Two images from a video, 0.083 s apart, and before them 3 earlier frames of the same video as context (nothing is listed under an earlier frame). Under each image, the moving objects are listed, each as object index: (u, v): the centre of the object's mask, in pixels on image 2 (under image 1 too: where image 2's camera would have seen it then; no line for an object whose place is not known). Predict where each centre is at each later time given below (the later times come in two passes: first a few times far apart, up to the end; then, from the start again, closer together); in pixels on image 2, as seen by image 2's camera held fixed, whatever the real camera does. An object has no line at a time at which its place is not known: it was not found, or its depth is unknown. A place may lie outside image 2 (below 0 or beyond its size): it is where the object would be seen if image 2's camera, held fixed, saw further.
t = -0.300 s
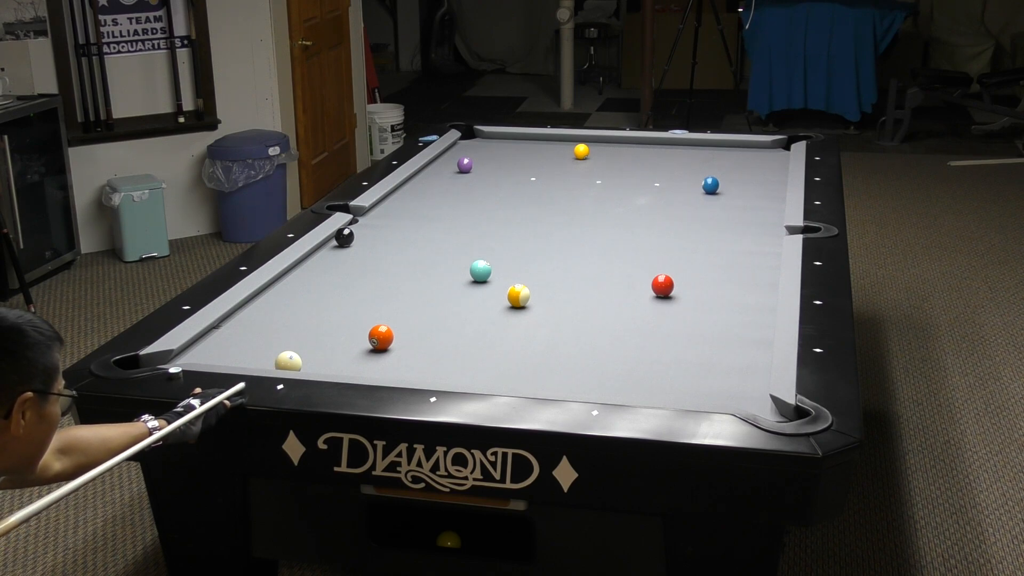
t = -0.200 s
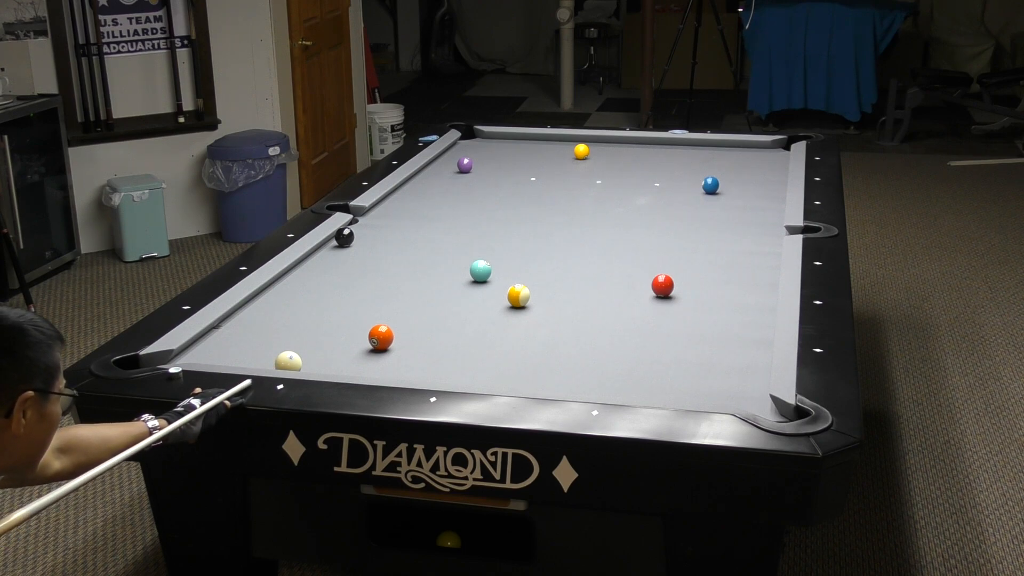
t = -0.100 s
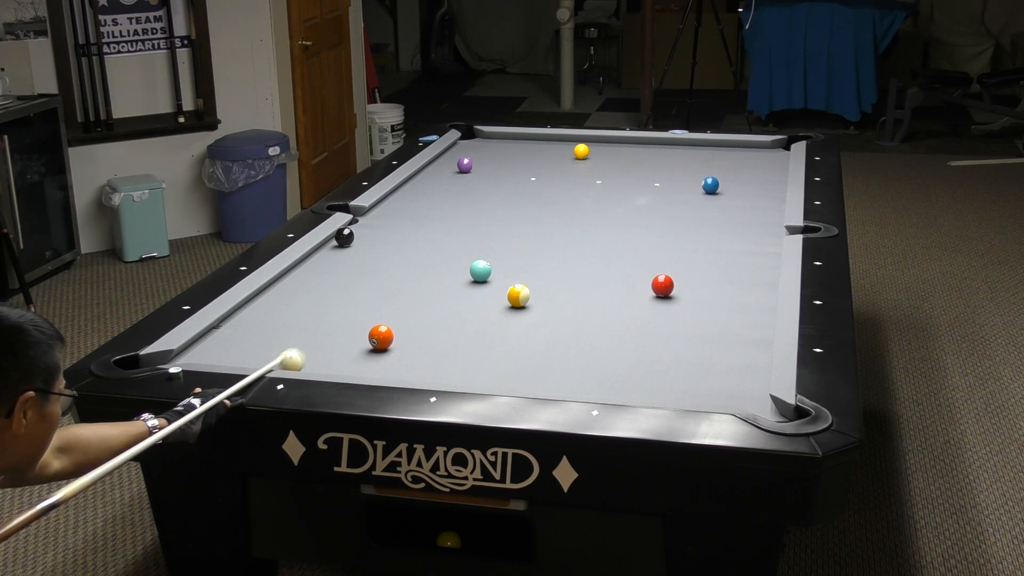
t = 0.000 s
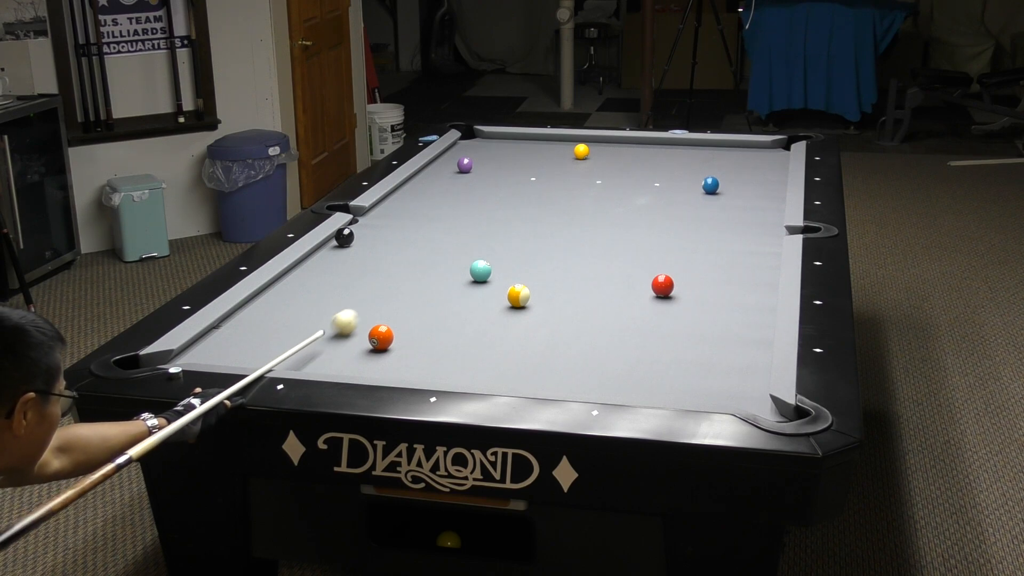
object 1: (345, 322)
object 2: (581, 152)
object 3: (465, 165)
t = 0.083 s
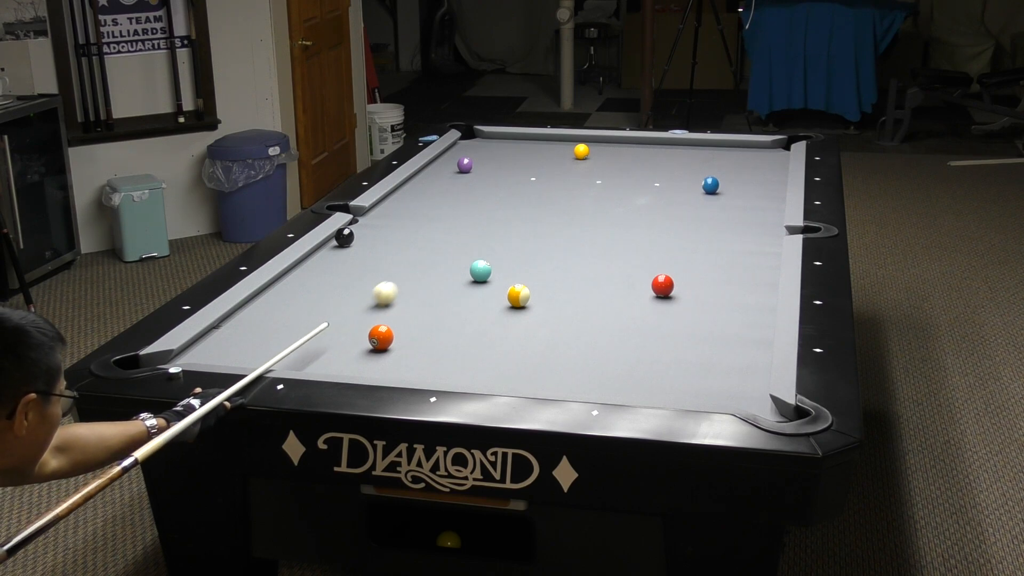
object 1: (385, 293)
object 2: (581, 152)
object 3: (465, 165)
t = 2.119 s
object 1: (501, 152)
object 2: (617, 266)
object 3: (465, 165)
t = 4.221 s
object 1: (452, 164)
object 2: (691, 286)
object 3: (428, 181)
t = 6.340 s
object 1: (453, 164)
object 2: (736, 207)
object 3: (410, 188)
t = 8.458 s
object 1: (453, 164)
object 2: (750, 174)
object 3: (410, 188)
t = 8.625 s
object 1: (453, 164)
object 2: (750, 173)
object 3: (410, 188)
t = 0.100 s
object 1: (393, 288)
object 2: (581, 152)
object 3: (465, 165)
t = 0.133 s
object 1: (406, 278)
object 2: (581, 152)
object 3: (465, 165)
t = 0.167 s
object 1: (420, 268)
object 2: (581, 152)
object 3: (465, 165)
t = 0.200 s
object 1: (432, 258)
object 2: (581, 152)
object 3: (465, 165)
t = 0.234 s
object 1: (445, 250)
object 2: (581, 152)
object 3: (465, 165)
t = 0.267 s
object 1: (456, 241)
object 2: (581, 152)
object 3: (465, 165)
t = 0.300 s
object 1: (467, 233)
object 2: (581, 152)
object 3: (465, 165)
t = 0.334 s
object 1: (478, 226)
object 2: (581, 152)
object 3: (465, 165)
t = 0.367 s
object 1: (488, 218)
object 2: (581, 152)
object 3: (465, 165)
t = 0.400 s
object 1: (497, 211)
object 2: (581, 152)
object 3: (465, 165)
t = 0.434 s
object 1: (507, 204)
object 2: (581, 152)
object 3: (465, 165)
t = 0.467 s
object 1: (516, 198)
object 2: (581, 152)
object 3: (465, 165)
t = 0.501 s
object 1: (524, 191)
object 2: (581, 152)
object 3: (465, 165)
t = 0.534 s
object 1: (533, 185)
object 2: (581, 152)
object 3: (465, 165)
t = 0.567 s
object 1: (541, 179)
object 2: (581, 152)
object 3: (465, 165)
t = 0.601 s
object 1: (548, 174)
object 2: (581, 152)
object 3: (465, 165)
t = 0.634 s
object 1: (556, 168)
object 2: (581, 152)
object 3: (465, 165)
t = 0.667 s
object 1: (563, 163)
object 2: (581, 152)
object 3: (465, 165)
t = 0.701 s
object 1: (569, 158)
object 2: (582, 151)
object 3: (465, 165)
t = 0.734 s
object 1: (574, 154)
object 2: (585, 149)
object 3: (465, 165)
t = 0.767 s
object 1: (571, 154)
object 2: (593, 146)
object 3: (465, 165)
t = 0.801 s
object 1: (568, 153)
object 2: (601, 142)
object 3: (465, 165)
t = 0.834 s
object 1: (565, 153)
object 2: (609, 139)
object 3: (465, 165)
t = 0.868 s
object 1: (563, 152)
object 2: (611, 141)
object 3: (465, 165)
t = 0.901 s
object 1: (561, 151)
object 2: (611, 144)
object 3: (465, 165)
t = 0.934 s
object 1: (559, 150)
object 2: (611, 146)
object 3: (465, 165)
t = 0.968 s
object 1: (557, 149)
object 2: (611, 149)
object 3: (465, 165)
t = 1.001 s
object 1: (556, 148)
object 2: (612, 152)
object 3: (465, 165)
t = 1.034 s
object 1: (555, 147)
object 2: (612, 155)
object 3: (465, 165)
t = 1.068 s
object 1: (554, 146)
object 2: (612, 158)
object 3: (465, 165)
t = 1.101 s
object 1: (553, 145)
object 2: (612, 160)
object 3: (465, 165)
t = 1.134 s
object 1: (552, 143)
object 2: (612, 163)
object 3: (465, 165)
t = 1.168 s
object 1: (552, 142)
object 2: (613, 166)
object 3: (465, 165)
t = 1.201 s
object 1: (551, 141)
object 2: (613, 169)
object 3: (465, 165)
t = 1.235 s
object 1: (551, 140)
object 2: (613, 171)
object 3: (465, 165)
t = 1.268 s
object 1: (550, 138)
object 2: (613, 174)
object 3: (465, 165)
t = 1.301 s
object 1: (550, 137)
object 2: (613, 177)
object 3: (465, 165)
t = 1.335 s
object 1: (548, 137)
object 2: (613, 180)
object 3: (465, 165)
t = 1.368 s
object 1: (546, 138)
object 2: (613, 183)
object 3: (465, 165)
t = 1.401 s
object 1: (544, 139)
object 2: (614, 186)
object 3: (465, 165)
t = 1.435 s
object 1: (541, 140)
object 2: (614, 189)
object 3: (465, 165)
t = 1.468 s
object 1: (539, 140)
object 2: (614, 192)
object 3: (465, 165)
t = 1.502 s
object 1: (538, 141)
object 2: (614, 196)
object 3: (465, 165)
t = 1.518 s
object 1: (536, 141)
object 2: (614, 197)
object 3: (465, 165)
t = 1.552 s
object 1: (534, 142)
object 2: (614, 200)
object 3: (465, 165)
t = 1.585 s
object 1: (533, 142)
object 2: (614, 204)
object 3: (465, 165)
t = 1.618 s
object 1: (530, 143)
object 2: (615, 207)
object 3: (465, 165)
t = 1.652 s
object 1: (528, 144)
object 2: (615, 211)
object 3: (465, 165)
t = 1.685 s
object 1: (526, 144)
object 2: (615, 214)
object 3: (465, 165)
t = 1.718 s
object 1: (524, 145)
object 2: (615, 218)
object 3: (465, 165)
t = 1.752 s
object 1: (522, 145)
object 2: (615, 221)
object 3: (465, 165)
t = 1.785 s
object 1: (520, 146)
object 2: (615, 225)
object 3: (465, 165)
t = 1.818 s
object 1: (519, 147)
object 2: (616, 229)
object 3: (465, 165)
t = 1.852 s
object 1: (517, 147)
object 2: (616, 233)
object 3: (465, 165)
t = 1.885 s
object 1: (515, 148)
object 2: (616, 237)
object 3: (465, 165)
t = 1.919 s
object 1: (512, 149)
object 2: (616, 241)
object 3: (465, 165)
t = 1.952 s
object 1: (511, 149)
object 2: (616, 245)
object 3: (465, 165)
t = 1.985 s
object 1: (509, 150)
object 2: (616, 249)
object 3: (465, 165)
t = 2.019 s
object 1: (507, 150)
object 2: (617, 253)
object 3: (465, 165)
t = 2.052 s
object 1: (505, 151)
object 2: (617, 257)
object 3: (465, 165)
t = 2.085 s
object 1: (503, 152)
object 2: (617, 262)
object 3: (465, 165)
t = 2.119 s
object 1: (501, 152)
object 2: (617, 266)
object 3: (465, 165)
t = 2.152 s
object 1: (499, 153)
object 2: (617, 271)
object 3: (465, 165)
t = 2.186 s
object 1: (497, 153)
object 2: (618, 276)
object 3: (465, 165)
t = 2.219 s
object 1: (495, 154)
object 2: (618, 280)
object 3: (465, 165)
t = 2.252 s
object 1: (493, 155)
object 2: (618, 285)
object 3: (465, 165)
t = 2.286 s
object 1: (491, 155)
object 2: (618, 290)
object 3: (465, 165)
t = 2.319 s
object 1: (489, 156)
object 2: (619, 295)
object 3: (465, 165)
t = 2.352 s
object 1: (488, 156)
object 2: (619, 301)
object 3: (465, 165)
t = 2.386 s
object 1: (486, 157)
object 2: (619, 306)
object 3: (465, 165)
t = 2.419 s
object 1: (484, 158)
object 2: (619, 312)
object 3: (465, 165)
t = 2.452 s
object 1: (482, 158)
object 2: (620, 317)
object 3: (465, 165)
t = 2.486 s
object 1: (480, 159)
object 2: (620, 323)
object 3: (465, 165)
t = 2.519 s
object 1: (478, 159)
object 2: (620, 329)
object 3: (465, 165)
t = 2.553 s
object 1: (477, 160)
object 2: (621, 335)
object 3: (465, 165)
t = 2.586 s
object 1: (476, 160)
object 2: (621, 341)
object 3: (464, 165)
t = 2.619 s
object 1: (475, 160)
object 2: (621, 347)
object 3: (464, 165)
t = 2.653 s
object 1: (473, 160)
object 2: (621, 353)
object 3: (464, 165)
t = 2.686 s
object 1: (473, 160)
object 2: (622, 360)
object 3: (463, 166)
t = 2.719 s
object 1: (472, 161)
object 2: (622, 367)
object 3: (462, 166)
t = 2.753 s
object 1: (471, 161)
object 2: (623, 374)
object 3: (461, 167)
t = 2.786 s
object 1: (470, 161)
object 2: (623, 381)
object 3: (460, 167)
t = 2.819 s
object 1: (469, 161)
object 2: (623, 386)
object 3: (459, 168)
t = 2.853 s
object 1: (468, 161)
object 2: (624, 390)
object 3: (458, 168)
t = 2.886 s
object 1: (467, 161)
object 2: (626, 389)
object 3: (457, 168)
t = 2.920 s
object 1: (467, 161)
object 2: (629, 386)
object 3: (456, 169)
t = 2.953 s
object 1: (466, 162)
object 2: (631, 382)
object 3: (456, 169)
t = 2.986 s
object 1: (465, 162)
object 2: (634, 378)
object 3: (455, 169)
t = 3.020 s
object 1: (464, 162)
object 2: (636, 374)
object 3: (454, 170)
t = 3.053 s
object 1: (464, 162)
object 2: (638, 370)
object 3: (453, 170)
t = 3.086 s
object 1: (463, 162)
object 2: (640, 367)
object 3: (452, 170)
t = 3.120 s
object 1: (462, 162)
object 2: (642, 364)
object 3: (451, 171)
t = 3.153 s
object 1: (462, 162)
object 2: (644, 361)
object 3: (450, 171)
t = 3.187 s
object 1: (461, 163)
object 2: (646, 358)
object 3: (450, 171)
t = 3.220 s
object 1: (460, 163)
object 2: (648, 355)
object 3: (449, 171)
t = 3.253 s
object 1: (460, 163)
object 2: (649, 352)
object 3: (448, 172)
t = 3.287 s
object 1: (459, 163)
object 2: (651, 349)
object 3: (447, 172)
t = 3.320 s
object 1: (459, 163)
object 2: (653, 347)
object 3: (447, 173)
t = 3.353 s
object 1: (459, 163)
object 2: (654, 344)
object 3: (446, 173)
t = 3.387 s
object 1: (458, 163)
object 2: (656, 341)
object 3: (445, 173)
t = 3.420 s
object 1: (457, 163)
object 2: (658, 339)
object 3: (444, 174)
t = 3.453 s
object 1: (457, 163)
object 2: (659, 336)
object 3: (444, 174)
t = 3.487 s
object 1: (457, 164)
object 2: (661, 333)
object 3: (443, 174)
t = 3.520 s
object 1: (456, 164)
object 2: (662, 331)
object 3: (442, 174)
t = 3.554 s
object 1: (456, 164)
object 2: (664, 329)
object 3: (441, 175)
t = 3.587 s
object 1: (455, 164)
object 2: (666, 326)
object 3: (441, 175)
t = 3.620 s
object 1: (455, 164)
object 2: (667, 324)
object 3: (440, 176)
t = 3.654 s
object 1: (455, 164)
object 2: (668, 321)
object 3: (439, 176)
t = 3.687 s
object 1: (455, 164)
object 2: (670, 319)
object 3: (438, 176)
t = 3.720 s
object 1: (454, 164)
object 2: (671, 317)
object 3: (438, 176)
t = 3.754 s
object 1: (454, 164)
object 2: (673, 314)
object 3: (437, 177)
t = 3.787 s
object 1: (454, 164)
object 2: (674, 312)
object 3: (436, 178)
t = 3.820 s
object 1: (454, 164)
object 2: (675, 310)
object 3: (436, 177)
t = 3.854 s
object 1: (454, 164)
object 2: (677, 308)
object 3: (435, 178)
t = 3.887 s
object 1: (453, 164)
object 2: (678, 306)
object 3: (435, 178)
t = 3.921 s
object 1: (453, 164)
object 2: (679, 304)
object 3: (434, 179)
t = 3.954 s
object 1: (453, 164)
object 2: (681, 301)
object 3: (433, 179)
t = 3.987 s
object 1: (453, 164)
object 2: (682, 299)
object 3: (432, 179)
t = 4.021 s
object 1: (453, 164)
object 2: (683, 297)
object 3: (432, 179)
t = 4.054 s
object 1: (453, 164)
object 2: (684, 295)
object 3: (431, 180)
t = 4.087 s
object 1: (453, 164)
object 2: (686, 293)
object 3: (430, 180)
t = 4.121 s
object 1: (453, 164)
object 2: (687, 291)
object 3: (430, 180)
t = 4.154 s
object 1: (453, 164)
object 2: (688, 290)
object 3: (429, 180)
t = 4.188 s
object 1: (453, 164)
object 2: (689, 288)
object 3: (428, 181)
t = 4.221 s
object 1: (452, 164)
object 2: (691, 286)
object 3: (428, 181)
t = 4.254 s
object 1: (453, 164)
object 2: (692, 284)
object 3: (427, 181)
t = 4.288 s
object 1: (452, 164)
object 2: (693, 282)
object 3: (427, 181)
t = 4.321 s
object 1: (453, 164)
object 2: (694, 280)
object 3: (426, 182)
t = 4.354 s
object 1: (453, 164)
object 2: (695, 279)
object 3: (425, 182)
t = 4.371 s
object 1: (453, 164)
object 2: (696, 278)
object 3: (425, 182)
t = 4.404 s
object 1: (453, 164)
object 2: (697, 276)
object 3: (425, 182)
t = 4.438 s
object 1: (453, 164)
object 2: (698, 274)
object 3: (424, 182)
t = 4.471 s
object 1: (453, 164)
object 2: (699, 273)
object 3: (423, 182)
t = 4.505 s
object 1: (453, 164)
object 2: (700, 271)
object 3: (423, 183)
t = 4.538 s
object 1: (453, 164)
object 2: (701, 270)
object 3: (422, 183)
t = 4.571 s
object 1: (453, 164)
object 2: (702, 268)
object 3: (422, 183)
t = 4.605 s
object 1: (453, 164)
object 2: (703, 266)
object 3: (422, 183)
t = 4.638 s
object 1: (453, 164)
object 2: (704, 265)
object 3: (421, 183)
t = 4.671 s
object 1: (453, 164)
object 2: (705, 263)
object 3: (421, 184)
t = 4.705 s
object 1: (453, 164)
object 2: (705, 262)
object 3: (420, 184)
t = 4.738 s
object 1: (453, 164)
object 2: (706, 260)
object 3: (420, 184)
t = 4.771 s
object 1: (453, 164)
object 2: (707, 259)
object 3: (420, 184)
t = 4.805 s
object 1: (453, 164)
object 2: (708, 257)
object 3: (419, 184)
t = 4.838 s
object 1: (453, 164)
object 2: (709, 256)
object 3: (419, 184)
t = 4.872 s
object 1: (453, 164)
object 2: (710, 254)
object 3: (418, 185)
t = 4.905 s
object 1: (453, 164)
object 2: (711, 253)
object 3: (418, 185)
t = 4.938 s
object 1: (453, 164)
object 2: (712, 252)
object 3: (418, 185)
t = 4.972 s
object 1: (453, 164)
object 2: (712, 250)
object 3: (417, 185)
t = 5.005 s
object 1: (453, 164)
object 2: (713, 249)
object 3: (417, 186)
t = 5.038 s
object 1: (453, 164)
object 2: (714, 248)
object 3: (417, 186)
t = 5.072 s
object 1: (453, 164)
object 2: (715, 246)
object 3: (416, 186)
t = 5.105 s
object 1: (453, 164)
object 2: (716, 245)
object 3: (416, 186)
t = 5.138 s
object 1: (453, 164)
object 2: (716, 244)
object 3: (416, 186)
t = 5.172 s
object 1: (453, 164)
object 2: (717, 242)
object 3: (415, 186)
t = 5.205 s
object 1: (453, 164)
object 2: (718, 241)
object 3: (415, 187)
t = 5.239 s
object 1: (453, 164)
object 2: (719, 240)
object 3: (415, 186)
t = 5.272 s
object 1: (453, 164)
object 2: (719, 239)
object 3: (414, 187)
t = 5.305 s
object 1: (453, 164)
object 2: (720, 238)
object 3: (414, 187)
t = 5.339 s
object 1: (453, 164)
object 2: (720, 236)
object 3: (414, 187)
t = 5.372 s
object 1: (453, 164)
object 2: (721, 235)
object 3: (414, 187)
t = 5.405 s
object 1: (453, 164)
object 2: (722, 234)
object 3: (413, 187)
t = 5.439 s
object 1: (453, 164)
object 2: (722, 233)
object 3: (413, 187)
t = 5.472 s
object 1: (453, 164)
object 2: (723, 232)
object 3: (413, 188)
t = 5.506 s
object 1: (453, 164)
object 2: (723, 231)
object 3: (413, 188)
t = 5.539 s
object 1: (453, 164)
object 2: (724, 230)
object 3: (412, 188)
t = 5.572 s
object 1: (453, 164)
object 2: (724, 229)
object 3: (412, 188)
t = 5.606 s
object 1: (453, 164)
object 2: (725, 227)
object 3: (412, 188)
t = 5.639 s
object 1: (453, 164)
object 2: (726, 226)
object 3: (412, 188)
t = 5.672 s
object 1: (453, 164)
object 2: (726, 225)
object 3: (412, 188)
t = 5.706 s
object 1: (453, 164)
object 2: (727, 224)
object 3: (411, 188)
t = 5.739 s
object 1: (453, 164)
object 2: (727, 223)
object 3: (411, 188)
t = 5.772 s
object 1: (453, 164)
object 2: (728, 222)
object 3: (411, 188)
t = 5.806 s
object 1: (453, 164)
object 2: (729, 221)
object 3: (411, 188)
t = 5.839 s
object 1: (453, 164)
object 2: (729, 221)
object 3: (411, 188)
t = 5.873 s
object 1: (453, 164)
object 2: (730, 219)
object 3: (411, 188)
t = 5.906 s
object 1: (453, 164)
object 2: (730, 219)
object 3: (410, 188)
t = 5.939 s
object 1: (453, 164)
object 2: (731, 218)
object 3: (410, 188)
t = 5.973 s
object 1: (453, 164)
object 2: (731, 217)
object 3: (410, 188)
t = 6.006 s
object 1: (453, 164)
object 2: (732, 216)
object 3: (410, 188)
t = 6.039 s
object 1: (453, 164)
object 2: (732, 215)
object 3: (410, 188)
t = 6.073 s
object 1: (453, 164)
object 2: (732, 214)
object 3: (410, 188)
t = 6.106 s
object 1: (453, 164)
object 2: (733, 213)
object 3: (410, 188)
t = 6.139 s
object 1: (453, 164)
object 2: (733, 212)
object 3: (410, 189)
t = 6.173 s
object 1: (453, 164)
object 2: (734, 211)
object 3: (410, 189)
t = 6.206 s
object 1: (453, 164)
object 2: (734, 210)
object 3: (410, 189)
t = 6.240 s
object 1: (453, 164)
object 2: (735, 210)
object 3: (410, 189)
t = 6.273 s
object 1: (453, 164)
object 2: (735, 209)
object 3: (410, 189)
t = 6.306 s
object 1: (453, 164)
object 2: (736, 208)
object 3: (410, 188)
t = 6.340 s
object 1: (453, 164)
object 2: (736, 207)
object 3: (410, 188)
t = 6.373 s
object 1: (453, 164)
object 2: (736, 206)
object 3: (410, 188)
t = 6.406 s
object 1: (453, 164)
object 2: (737, 205)
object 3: (410, 189)
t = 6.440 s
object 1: (453, 164)
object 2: (737, 205)
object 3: (410, 189)
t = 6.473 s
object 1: (453, 164)
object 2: (737, 204)
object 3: (410, 189)
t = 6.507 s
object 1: (453, 164)
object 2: (738, 203)
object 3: (410, 189)
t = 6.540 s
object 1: (453, 164)
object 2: (738, 202)
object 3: (410, 189)
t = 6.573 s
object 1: (453, 164)
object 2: (738, 202)
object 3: (410, 189)
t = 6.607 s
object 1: (453, 164)
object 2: (739, 201)
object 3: (410, 189)
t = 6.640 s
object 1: (453, 164)
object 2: (739, 200)
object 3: (410, 189)
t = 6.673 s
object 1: (453, 164)
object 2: (739, 200)
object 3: (410, 188)
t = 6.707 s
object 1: (453, 164)
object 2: (740, 199)
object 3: (410, 189)
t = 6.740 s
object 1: (453, 164)
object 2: (740, 198)
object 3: (410, 189)
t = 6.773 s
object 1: (453, 164)
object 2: (740, 197)
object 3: (410, 189)
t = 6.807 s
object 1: (453, 164)
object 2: (741, 197)
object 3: (410, 189)
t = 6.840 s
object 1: (453, 164)
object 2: (741, 196)
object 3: (410, 189)
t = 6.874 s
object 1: (453, 164)
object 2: (741, 195)
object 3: (410, 188)
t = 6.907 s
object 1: (453, 164)
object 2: (741, 195)
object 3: (410, 189)
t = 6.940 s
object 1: (453, 164)
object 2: (742, 194)
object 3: (410, 188)
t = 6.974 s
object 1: (453, 164)
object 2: (742, 194)
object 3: (410, 189)
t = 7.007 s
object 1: (453, 164)
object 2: (742, 193)
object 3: (410, 189)
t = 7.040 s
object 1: (453, 164)
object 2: (742, 192)
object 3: (410, 189)
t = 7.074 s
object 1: (453, 164)
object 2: (742, 192)
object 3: (410, 189)
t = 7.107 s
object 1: (453, 164)
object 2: (743, 191)
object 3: (410, 189)
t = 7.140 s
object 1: (453, 164)
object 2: (743, 191)
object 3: (410, 189)
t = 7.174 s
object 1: (453, 164)
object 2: (743, 190)
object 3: (410, 189)
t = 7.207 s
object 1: (453, 164)
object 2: (743, 190)
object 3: (410, 189)
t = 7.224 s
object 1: (453, 164)
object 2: (744, 189)
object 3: (410, 189)
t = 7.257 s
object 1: (453, 164)
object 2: (744, 189)
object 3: (410, 189)
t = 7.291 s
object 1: (453, 164)
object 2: (744, 188)
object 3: (410, 188)
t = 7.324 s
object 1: (453, 164)
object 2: (744, 188)
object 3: (410, 189)
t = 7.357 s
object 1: (453, 164)
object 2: (744, 187)
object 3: (410, 188)
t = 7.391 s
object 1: (453, 164)
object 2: (744, 187)
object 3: (410, 189)
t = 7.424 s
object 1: (453, 164)
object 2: (745, 186)
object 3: (410, 188)
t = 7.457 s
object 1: (453, 164)
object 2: (745, 186)
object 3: (410, 189)
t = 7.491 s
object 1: (453, 164)
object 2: (745, 185)
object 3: (410, 188)
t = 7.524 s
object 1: (453, 164)
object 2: (745, 185)
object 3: (410, 188)
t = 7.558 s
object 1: (453, 164)
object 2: (745, 184)
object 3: (410, 188)
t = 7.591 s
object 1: (453, 164)
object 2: (745, 184)
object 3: (410, 188)
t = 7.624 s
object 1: (453, 164)
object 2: (745, 183)
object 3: (410, 188)
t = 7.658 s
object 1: (453, 164)
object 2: (746, 183)
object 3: (410, 188)
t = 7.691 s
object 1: (453, 164)
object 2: (746, 182)
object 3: (410, 188)
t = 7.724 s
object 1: (453, 164)
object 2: (746, 182)
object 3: (410, 188)
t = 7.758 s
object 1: (453, 164)
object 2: (746, 182)
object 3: (410, 188)
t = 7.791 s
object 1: (453, 164)
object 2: (746, 181)
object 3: (410, 188)
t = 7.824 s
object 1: (453, 164)
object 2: (747, 181)
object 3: (410, 188)
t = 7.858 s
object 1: (453, 164)
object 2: (747, 180)
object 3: (410, 188)
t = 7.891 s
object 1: (453, 164)
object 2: (747, 180)
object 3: (410, 188)
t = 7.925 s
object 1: (453, 164)
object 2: (747, 180)
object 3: (410, 188)
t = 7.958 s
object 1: (453, 164)
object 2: (747, 179)
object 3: (410, 188)
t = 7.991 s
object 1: (453, 164)
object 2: (748, 179)
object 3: (410, 188)
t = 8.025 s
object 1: (453, 164)
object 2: (748, 178)
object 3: (410, 188)
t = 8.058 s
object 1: (453, 164)
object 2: (748, 178)
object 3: (410, 188)
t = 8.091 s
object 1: (453, 164)
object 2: (748, 178)
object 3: (410, 188)
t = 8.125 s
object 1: (453, 164)
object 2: (748, 177)
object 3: (410, 188)
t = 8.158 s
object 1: (453, 164)
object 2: (749, 177)
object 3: (410, 188)
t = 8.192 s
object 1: (453, 164)
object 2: (749, 177)
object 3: (410, 189)
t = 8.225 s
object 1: (453, 164)
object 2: (749, 176)
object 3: (410, 189)
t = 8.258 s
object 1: (453, 164)
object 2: (749, 176)
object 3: (410, 189)
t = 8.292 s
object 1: (453, 164)
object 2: (749, 176)
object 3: (410, 189)
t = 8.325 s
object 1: (453, 164)
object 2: (749, 175)
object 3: (410, 189)
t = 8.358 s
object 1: (453, 164)
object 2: (749, 175)
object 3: (410, 189)
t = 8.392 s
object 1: (453, 164)
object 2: (750, 175)
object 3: (410, 188)
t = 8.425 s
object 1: (453, 164)
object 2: (750, 175)
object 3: (410, 188)
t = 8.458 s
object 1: (453, 164)
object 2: (750, 174)
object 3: (410, 188)
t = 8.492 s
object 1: (453, 164)
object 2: (750, 174)
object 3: (410, 188)
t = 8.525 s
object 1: (453, 164)
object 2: (750, 174)
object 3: (410, 188)
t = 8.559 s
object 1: (453, 164)
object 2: (750, 173)
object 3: (410, 188)
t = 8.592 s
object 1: (453, 164)
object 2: (750, 173)
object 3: (410, 188)
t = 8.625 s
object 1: (453, 164)
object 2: (750, 173)
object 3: (410, 188)
